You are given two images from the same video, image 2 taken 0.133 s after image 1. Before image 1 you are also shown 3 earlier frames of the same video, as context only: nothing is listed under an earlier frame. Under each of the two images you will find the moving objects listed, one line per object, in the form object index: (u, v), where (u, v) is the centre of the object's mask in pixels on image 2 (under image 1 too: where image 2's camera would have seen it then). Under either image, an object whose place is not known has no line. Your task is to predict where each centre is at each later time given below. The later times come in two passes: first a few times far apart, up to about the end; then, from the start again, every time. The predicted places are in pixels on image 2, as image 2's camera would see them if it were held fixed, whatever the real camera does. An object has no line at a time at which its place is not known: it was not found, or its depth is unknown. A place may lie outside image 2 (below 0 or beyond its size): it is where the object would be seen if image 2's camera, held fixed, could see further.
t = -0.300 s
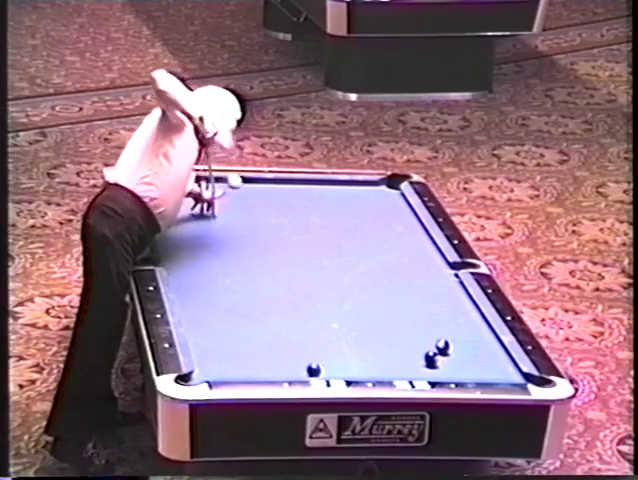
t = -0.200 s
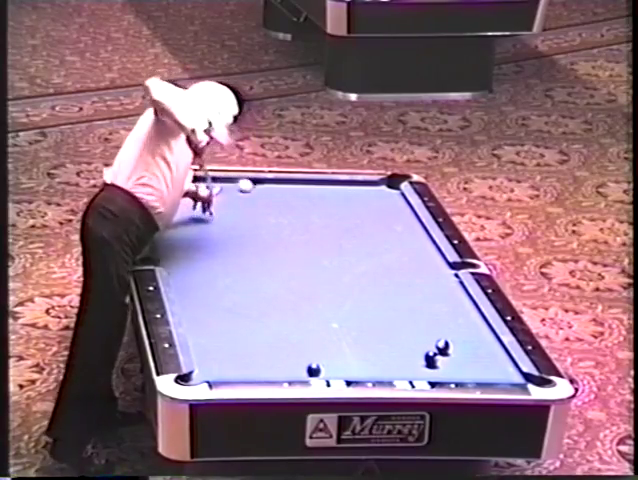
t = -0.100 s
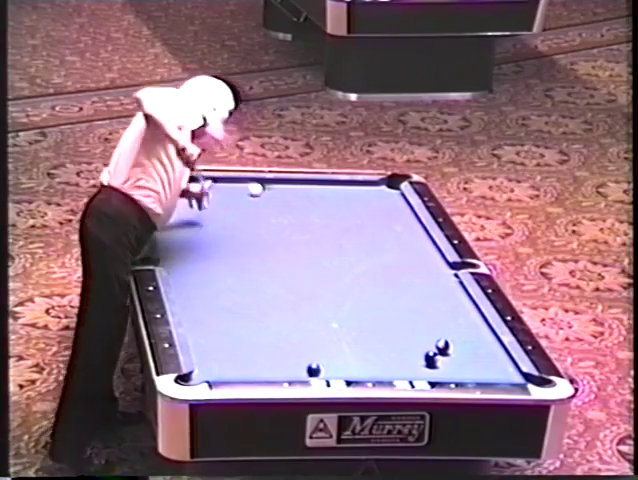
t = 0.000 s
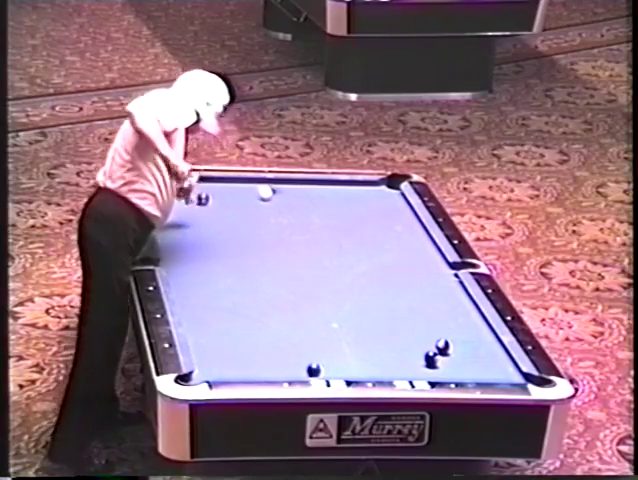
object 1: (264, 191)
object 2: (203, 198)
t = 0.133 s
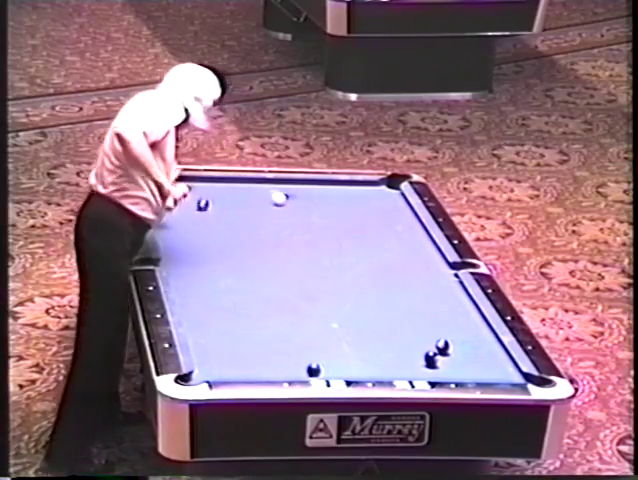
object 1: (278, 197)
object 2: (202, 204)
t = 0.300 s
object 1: (294, 203)
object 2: (203, 210)
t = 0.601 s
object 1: (324, 215)
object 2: (203, 222)
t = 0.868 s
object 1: (349, 225)
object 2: (203, 232)
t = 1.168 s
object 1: (378, 236)
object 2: (202, 243)
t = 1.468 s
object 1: (405, 247)
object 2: (202, 255)
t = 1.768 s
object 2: (202, 264)
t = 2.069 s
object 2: (201, 275)
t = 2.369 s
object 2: (199, 285)
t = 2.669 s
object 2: (198, 293)
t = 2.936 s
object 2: (197, 302)
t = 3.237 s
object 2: (196, 310)
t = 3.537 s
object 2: (195, 318)
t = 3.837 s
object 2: (194, 325)
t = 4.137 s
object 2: (193, 332)
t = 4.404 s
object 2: (192, 337)
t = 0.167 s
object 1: (281, 198)
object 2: (202, 205)
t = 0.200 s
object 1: (285, 200)
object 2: (202, 206)
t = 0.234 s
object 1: (288, 201)
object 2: (203, 207)
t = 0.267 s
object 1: (291, 202)
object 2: (203, 209)
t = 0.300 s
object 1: (294, 203)
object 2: (203, 210)
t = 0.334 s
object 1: (298, 205)
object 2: (203, 212)
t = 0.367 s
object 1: (300, 206)
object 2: (203, 212)
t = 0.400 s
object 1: (304, 207)
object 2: (202, 214)
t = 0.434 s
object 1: (307, 209)
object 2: (202, 216)
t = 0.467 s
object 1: (311, 210)
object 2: (203, 217)
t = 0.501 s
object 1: (314, 211)
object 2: (203, 218)
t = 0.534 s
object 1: (317, 213)
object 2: (203, 219)
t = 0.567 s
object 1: (320, 214)
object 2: (203, 221)
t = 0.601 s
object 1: (324, 215)
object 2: (203, 222)
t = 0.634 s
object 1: (327, 216)
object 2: (203, 223)
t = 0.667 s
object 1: (330, 218)
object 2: (203, 224)
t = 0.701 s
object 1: (333, 219)
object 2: (203, 226)
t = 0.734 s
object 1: (336, 220)
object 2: (203, 227)
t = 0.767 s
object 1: (339, 221)
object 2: (202, 229)
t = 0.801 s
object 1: (343, 223)
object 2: (203, 230)
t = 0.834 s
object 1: (346, 224)
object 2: (203, 230)
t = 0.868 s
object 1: (349, 225)
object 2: (203, 232)
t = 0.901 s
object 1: (352, 226)
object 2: (203, 234)
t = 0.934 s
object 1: (355, 227)
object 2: (203, 235)
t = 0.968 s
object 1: (359, 229)
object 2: (203, 236)
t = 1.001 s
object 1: (362, 230)
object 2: (203, 237)
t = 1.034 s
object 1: (365, 231)
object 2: (202, 238)
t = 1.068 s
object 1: (368, 233)
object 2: (202, 240)
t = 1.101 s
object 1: (372, 234)
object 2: (202, 241)
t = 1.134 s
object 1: (374, 235)
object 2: (202, 243)
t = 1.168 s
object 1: (378, 236)
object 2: (202, 243)
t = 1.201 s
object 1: (381, 237)
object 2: (202, 244)
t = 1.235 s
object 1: (384, 239)
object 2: (203, 246)
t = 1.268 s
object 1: (387, 240)
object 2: (202, 248)
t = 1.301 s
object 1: (390, 241)
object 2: (202, 249)
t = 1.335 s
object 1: (393, 243)
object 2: (202, 250)
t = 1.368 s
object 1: (396, 244)
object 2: (202, 251)
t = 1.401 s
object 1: (399, 245)
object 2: (202, 251)
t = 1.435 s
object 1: (402, 246)
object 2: (202, 253)
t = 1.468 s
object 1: (405, 247)
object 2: (202, 255)
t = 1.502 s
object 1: (409, 249)
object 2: (202, 256)
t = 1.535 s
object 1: (411, 249)
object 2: (202, 257)
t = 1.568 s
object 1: (414, 251)
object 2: (202, 257)
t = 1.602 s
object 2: (202, 259)
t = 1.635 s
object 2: (202, 261)
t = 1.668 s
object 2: (202, 262)
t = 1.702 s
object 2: (202, 263)
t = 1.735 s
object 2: (202, 263)
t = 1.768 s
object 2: (202, 264)
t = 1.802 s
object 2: (201, 266)
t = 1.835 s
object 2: (201, 267)
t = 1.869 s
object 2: (201, 269)
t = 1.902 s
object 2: (201, 269)
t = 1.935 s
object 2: (201, 271)
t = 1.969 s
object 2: (201, 271)
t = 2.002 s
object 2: (201, 272)
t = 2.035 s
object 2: (201, 274)
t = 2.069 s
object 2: (201, 275)
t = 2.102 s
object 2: (201, 276)
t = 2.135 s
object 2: (201, 277)
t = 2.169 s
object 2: (200, 278)
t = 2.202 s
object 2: (200, 279)
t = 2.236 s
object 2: (200, 280)
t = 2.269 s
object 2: (200, 282)
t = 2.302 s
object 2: (200, 283)
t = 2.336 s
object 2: (199, 284)
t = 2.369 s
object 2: (199, 285)
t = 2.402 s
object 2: (199, 286)
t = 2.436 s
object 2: (199, 286)
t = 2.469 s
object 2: (199, 288)
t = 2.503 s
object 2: (199, 289)
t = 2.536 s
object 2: (199, 290)
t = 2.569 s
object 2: (199, 291)
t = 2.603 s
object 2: (198, 292)
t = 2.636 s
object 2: (198, 293)
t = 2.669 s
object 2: (198, 293)
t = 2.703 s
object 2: (198, 295)
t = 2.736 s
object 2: (198, 296)
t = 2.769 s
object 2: (197, 297)
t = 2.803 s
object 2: (198, 298)
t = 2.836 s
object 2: (197, 299)
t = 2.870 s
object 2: (197, 300)
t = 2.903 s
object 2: (197, 301)
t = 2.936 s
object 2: (197, 302)
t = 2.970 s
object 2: (197, 303)
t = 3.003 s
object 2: (197, 304)
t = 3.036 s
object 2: (197, 305)
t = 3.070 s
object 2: (197, 306)
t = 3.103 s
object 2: (197, 307)
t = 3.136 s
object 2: (197, 308)
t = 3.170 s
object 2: (197, 308)
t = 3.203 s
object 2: (196, 309)
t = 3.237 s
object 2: (196, 310)
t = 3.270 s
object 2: (196, 311)
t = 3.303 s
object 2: (196, 312)
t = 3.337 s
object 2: (196, 313)
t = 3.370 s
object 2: (196, 314)
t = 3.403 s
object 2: (196, 315)
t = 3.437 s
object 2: (195, 316)
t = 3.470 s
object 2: (195, 316)
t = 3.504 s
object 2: (195, 317)
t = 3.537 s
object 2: (195, 318)
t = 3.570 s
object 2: (195, 319)
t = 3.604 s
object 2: (195, 320)
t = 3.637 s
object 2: (195, 321)
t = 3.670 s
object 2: (194, 322)
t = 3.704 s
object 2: (194, 322)
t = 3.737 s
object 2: (194, 323)
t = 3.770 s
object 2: (194, 324)
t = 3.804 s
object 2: (194, 325)
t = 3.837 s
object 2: (194, 325)
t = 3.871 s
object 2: (194, 326)
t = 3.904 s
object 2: (193, 327)
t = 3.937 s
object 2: (193, 328)
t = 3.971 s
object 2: (193, 329)
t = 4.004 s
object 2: (193, 330)
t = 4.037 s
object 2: (193, 330)
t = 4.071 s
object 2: (193, 331)
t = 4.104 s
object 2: (193, 331)
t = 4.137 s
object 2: (193, 332)
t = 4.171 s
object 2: (193, 332)
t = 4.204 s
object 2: (193, 333)
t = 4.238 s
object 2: (193, 334)
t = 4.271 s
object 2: (192, 335)
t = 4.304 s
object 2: (192, 336)
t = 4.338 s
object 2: (192, 336)
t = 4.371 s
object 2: (192, 337)
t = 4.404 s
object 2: (192, 337)
